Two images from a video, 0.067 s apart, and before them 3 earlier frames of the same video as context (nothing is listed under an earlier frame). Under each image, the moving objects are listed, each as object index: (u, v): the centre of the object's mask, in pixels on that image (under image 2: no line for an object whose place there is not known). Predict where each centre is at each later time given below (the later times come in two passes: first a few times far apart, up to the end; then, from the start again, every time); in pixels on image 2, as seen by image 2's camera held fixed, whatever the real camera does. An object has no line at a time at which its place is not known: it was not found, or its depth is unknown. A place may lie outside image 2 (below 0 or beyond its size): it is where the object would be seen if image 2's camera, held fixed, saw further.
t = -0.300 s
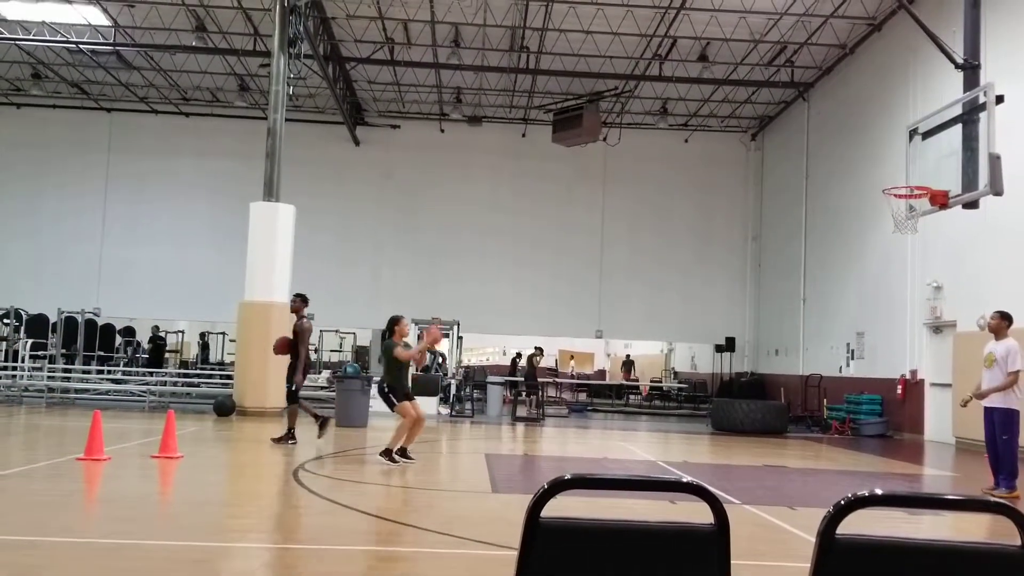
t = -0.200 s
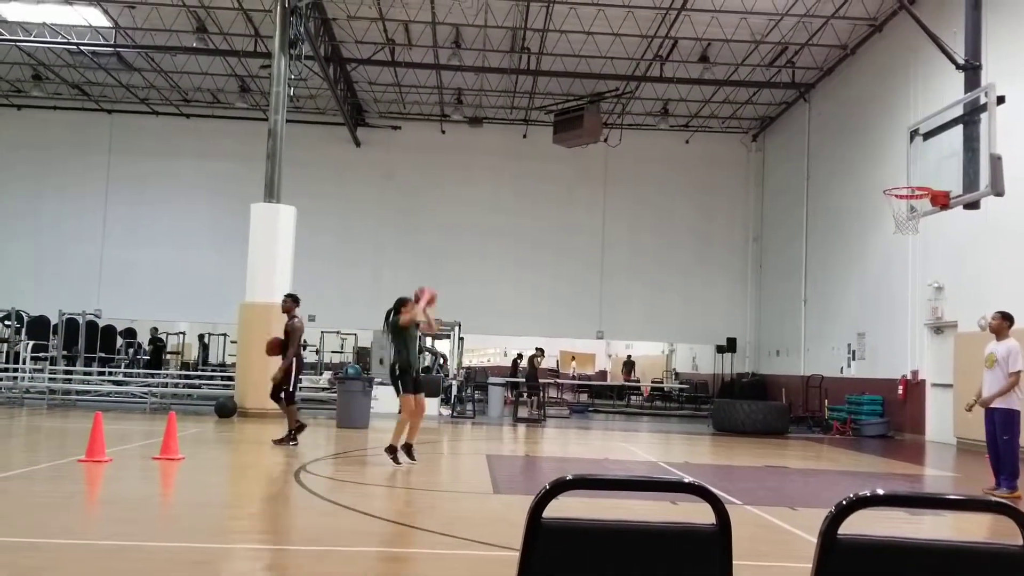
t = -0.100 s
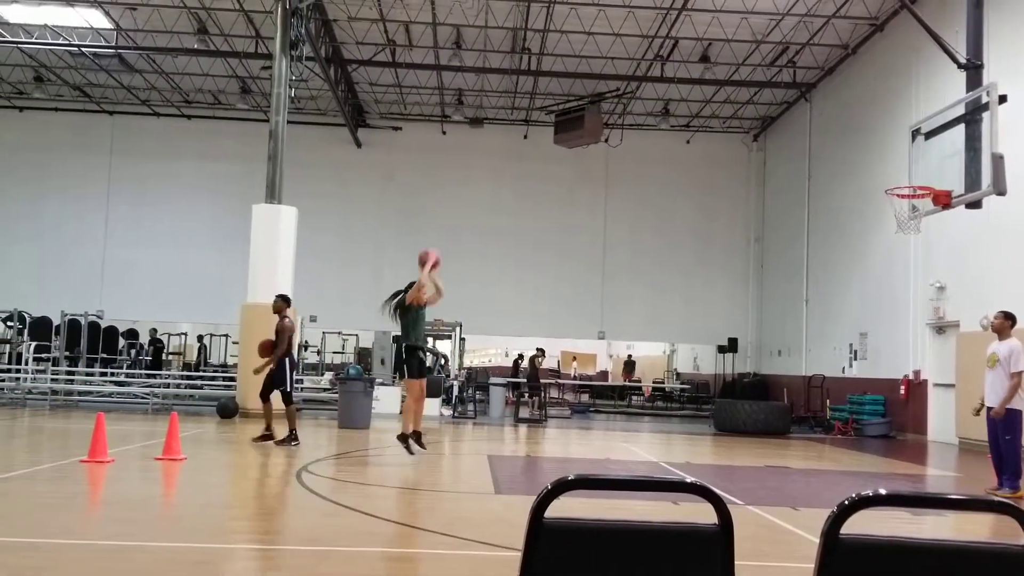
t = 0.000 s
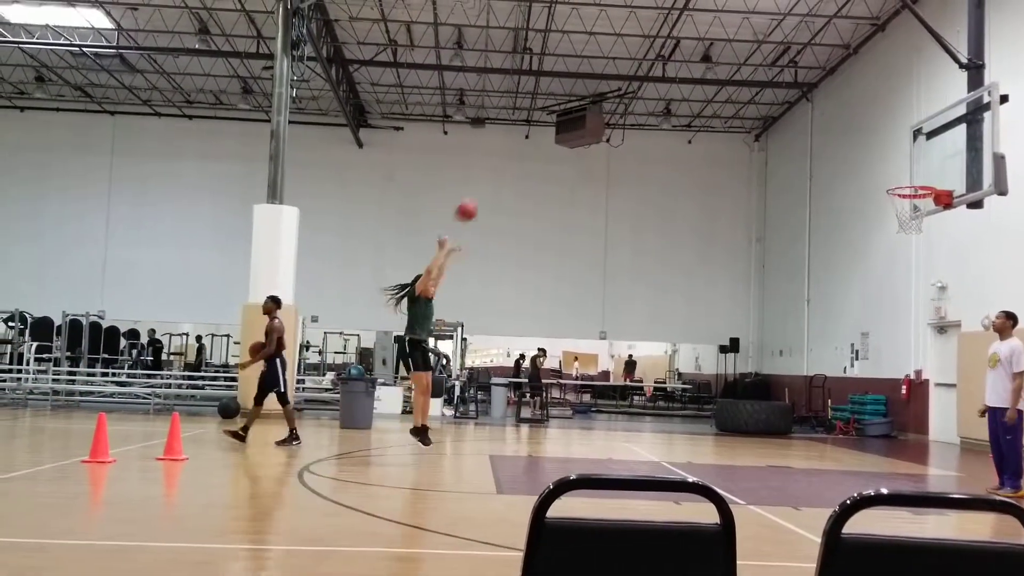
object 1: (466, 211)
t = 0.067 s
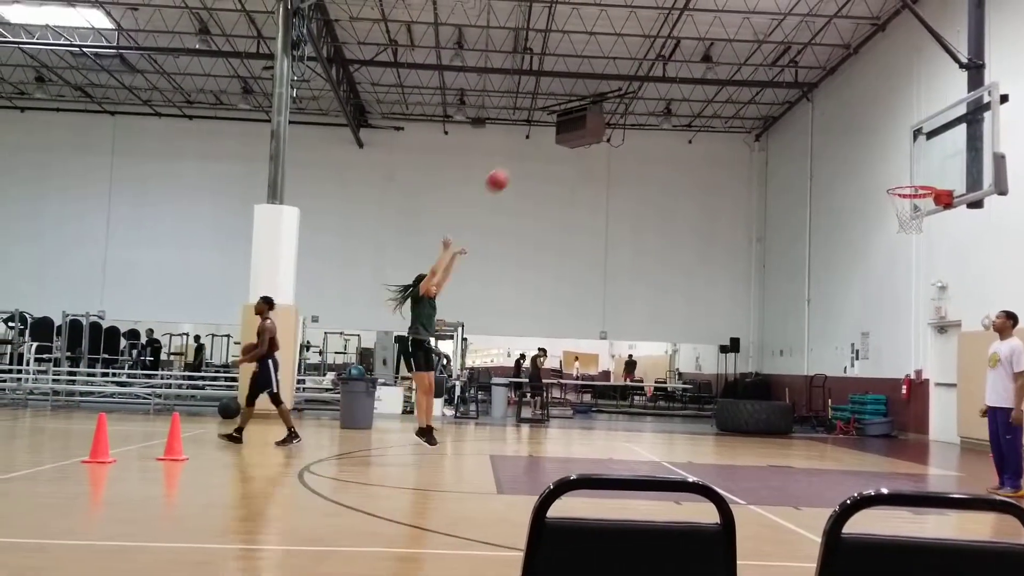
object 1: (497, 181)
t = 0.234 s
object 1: (571, 124)
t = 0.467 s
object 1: (673, 85)
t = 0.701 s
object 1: (774, 94)
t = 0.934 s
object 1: (873, 154)
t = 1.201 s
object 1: (931, 221)
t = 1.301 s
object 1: (928, 238)
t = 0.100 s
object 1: (513, 166)
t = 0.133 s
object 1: (527, 155)
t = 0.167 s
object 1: (542, 143)
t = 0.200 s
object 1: (558, 133)
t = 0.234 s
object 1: (571, 124)
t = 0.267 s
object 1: (586, 116)
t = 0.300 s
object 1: (601, 107)
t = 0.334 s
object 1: (615, 101)
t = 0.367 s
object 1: (630, 95)
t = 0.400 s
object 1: (644, 91)
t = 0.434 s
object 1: (659, 87)
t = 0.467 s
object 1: (673, 85)
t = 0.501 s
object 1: (688, 83)
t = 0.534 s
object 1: (702, 83)
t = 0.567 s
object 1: (715, 83)
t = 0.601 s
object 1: (731, 84)
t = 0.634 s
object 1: (745, 87)
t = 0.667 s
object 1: (760, 90)
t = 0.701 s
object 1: (774, 94)
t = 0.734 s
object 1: (788, 99)
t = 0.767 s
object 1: (802, 105)
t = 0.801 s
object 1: (816, 113)
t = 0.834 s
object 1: (830, 122)
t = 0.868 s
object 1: (844, 132)
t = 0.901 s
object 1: (859, 142)
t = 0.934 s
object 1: (873, 154)
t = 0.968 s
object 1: (888, 168)
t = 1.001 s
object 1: (902, 180)
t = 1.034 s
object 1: (916, 198)
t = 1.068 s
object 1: (929, 209)
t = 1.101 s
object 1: (932, 212)
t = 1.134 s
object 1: (933, 215)
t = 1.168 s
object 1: (932, 217)
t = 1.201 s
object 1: (931, 221)
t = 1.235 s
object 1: (929, 226)
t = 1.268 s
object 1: (929, 232)
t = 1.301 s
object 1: (928, 238)
